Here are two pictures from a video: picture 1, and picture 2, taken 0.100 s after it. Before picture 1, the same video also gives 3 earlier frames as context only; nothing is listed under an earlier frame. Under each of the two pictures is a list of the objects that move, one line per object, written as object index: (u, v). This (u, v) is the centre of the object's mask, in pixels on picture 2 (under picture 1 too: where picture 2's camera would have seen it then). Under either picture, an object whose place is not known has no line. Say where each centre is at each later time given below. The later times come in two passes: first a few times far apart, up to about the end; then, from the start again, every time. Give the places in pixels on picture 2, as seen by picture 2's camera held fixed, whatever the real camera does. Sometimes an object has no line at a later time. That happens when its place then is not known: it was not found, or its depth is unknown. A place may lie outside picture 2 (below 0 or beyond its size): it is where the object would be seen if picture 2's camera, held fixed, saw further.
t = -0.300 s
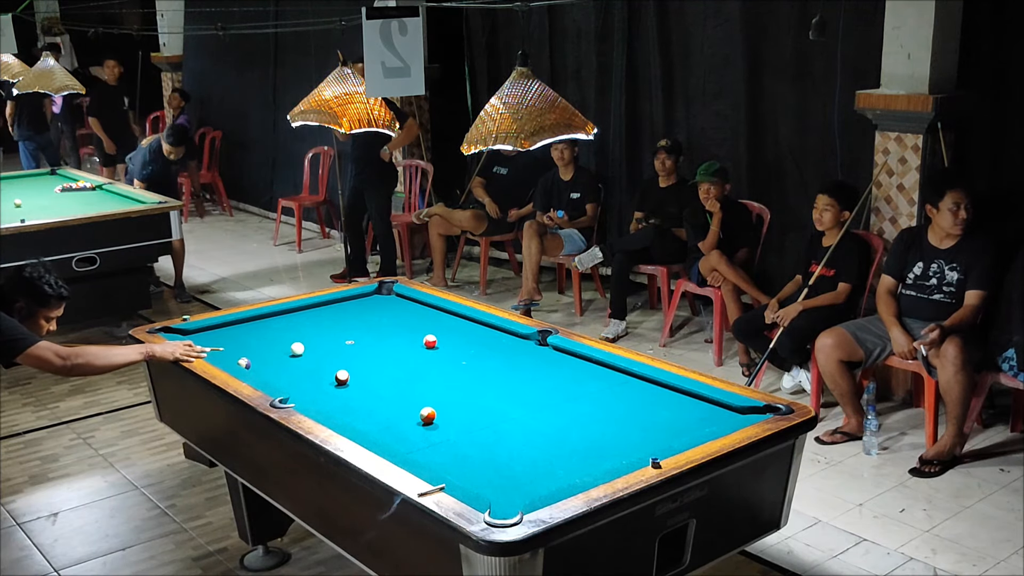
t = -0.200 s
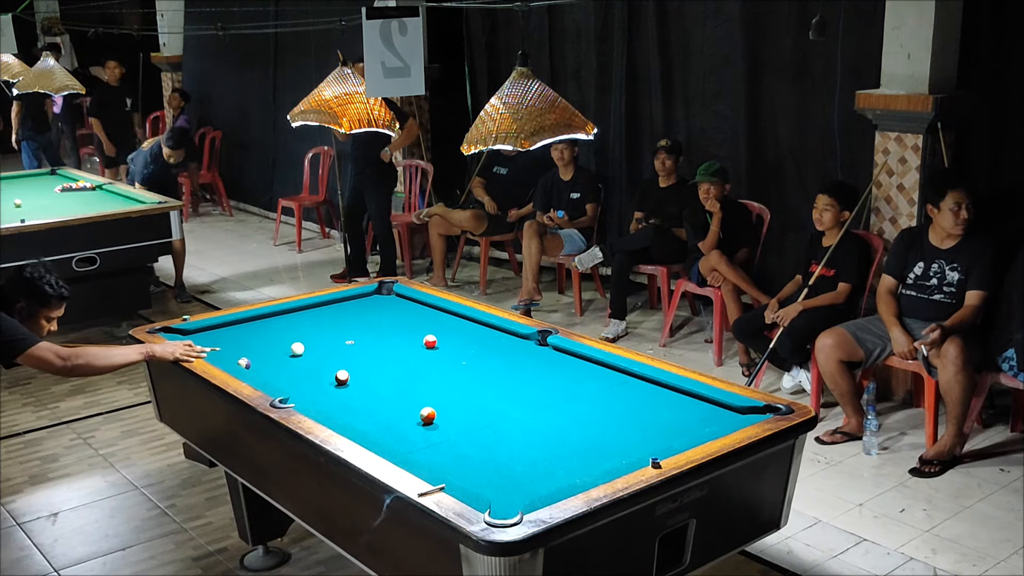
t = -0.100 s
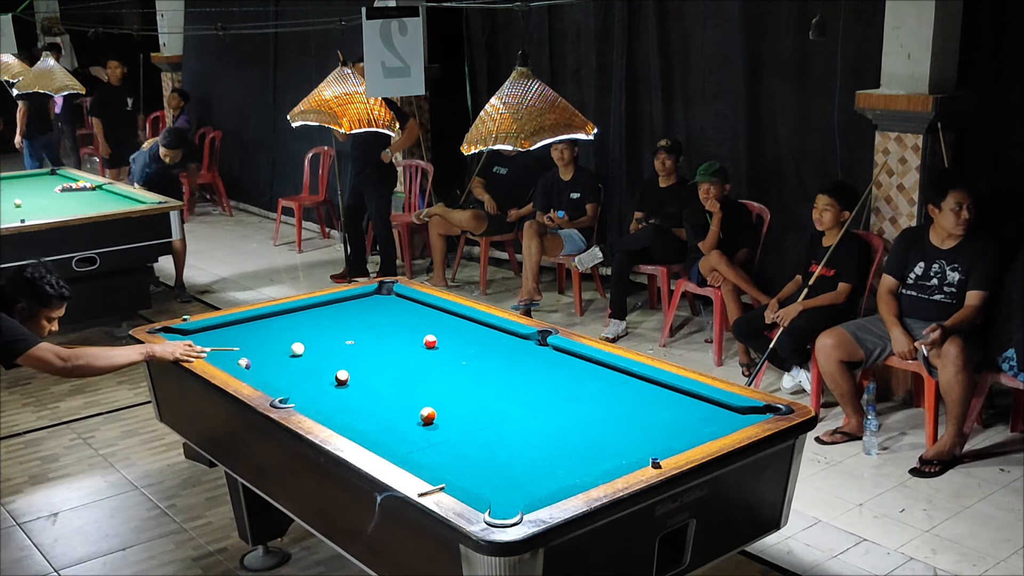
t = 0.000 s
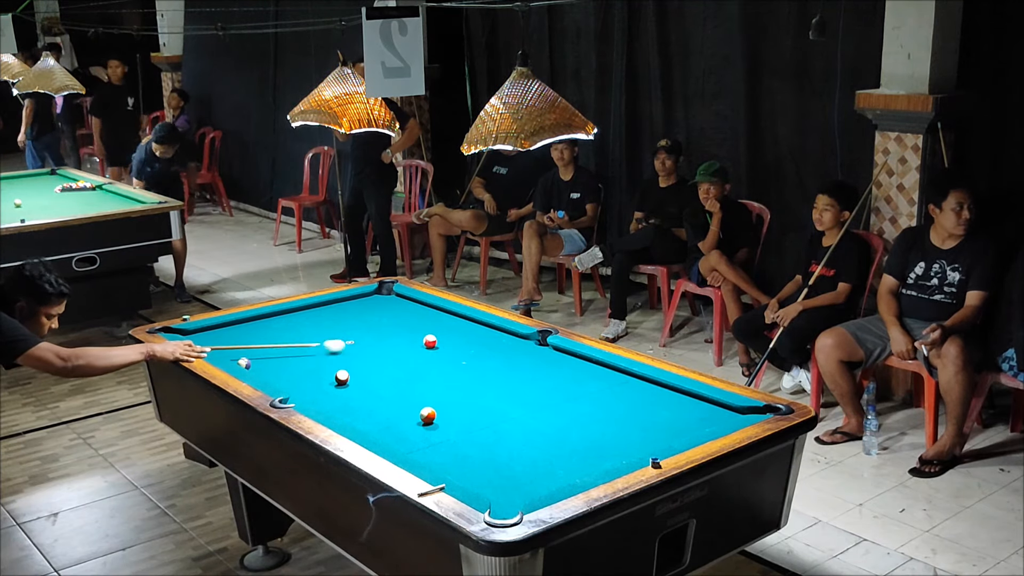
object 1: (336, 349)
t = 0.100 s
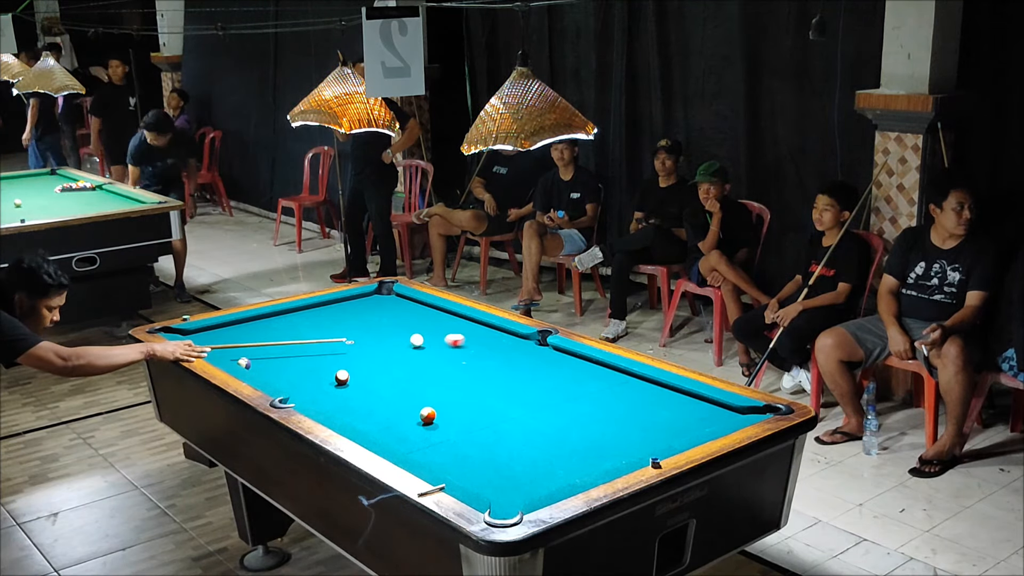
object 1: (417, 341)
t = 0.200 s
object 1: (418, 339)
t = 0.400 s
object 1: (446, 334)
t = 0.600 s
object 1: (495, 328)
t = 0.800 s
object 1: (480, 336)
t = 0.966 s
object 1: (466, 343)
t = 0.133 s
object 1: (416, 341)
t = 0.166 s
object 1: (417, 340)
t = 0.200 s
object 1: (418, 339)
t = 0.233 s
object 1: (421, 338)
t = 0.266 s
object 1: (424, 338)
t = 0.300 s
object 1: (428, 337)
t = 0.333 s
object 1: (433, 336)
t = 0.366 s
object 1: (439, 335)
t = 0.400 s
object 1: (446, 334)
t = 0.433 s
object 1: (453, 333)
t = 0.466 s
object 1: (462, 332)
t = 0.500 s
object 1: (470, 332)
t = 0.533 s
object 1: (478, 330)
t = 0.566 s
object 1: (486, 330)
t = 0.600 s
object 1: (495, 328)
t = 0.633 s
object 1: (493, 329)
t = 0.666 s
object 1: (491, 331)
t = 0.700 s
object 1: (488, 332)
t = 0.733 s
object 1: (485, 334)
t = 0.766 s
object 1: (482, 335)
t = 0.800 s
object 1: (480, 336)
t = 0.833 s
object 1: (477, 338)
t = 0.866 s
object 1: (474, 339)
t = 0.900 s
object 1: (471, 340)
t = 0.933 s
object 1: (469, 342)
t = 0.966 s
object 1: (466, 343)
